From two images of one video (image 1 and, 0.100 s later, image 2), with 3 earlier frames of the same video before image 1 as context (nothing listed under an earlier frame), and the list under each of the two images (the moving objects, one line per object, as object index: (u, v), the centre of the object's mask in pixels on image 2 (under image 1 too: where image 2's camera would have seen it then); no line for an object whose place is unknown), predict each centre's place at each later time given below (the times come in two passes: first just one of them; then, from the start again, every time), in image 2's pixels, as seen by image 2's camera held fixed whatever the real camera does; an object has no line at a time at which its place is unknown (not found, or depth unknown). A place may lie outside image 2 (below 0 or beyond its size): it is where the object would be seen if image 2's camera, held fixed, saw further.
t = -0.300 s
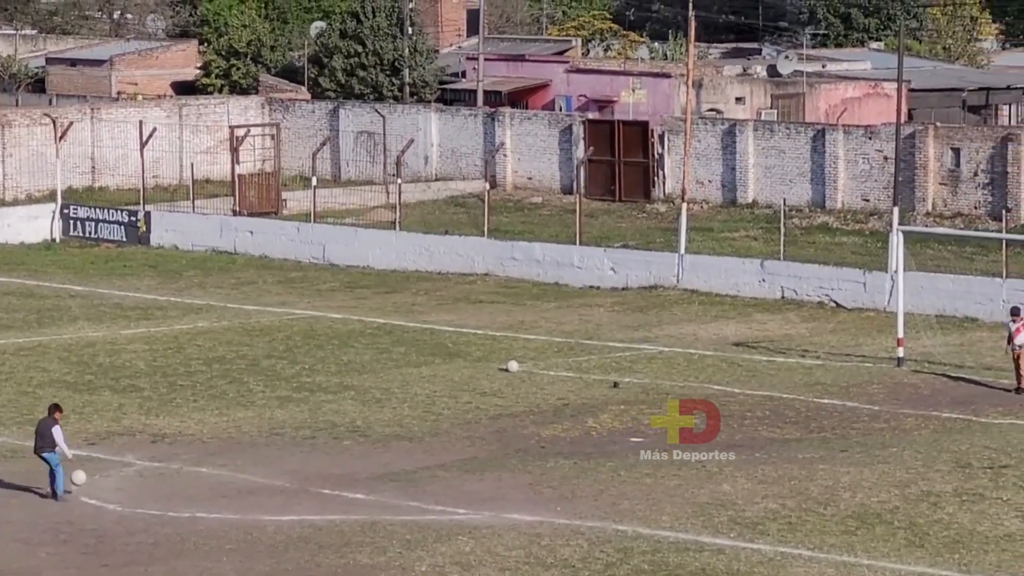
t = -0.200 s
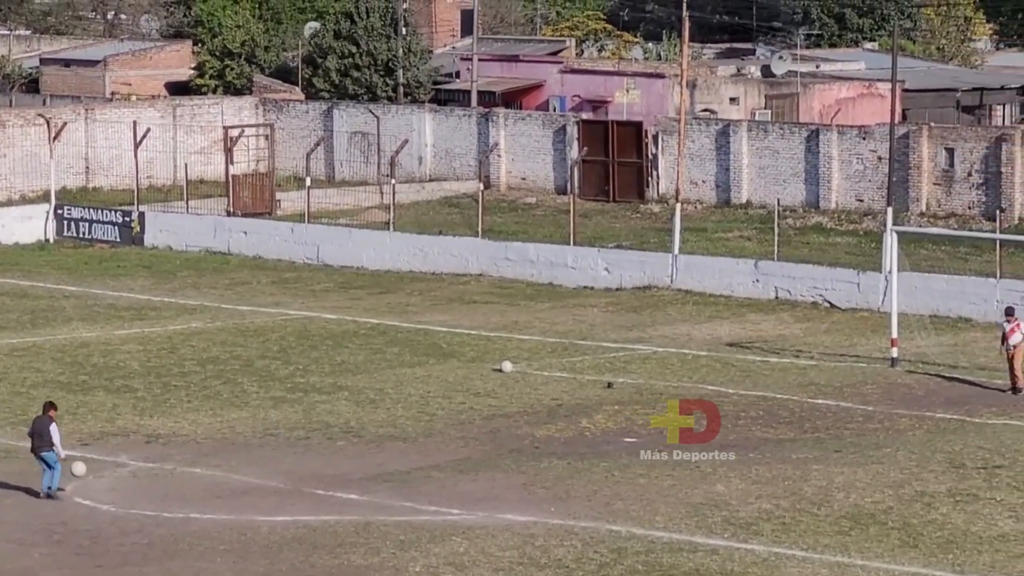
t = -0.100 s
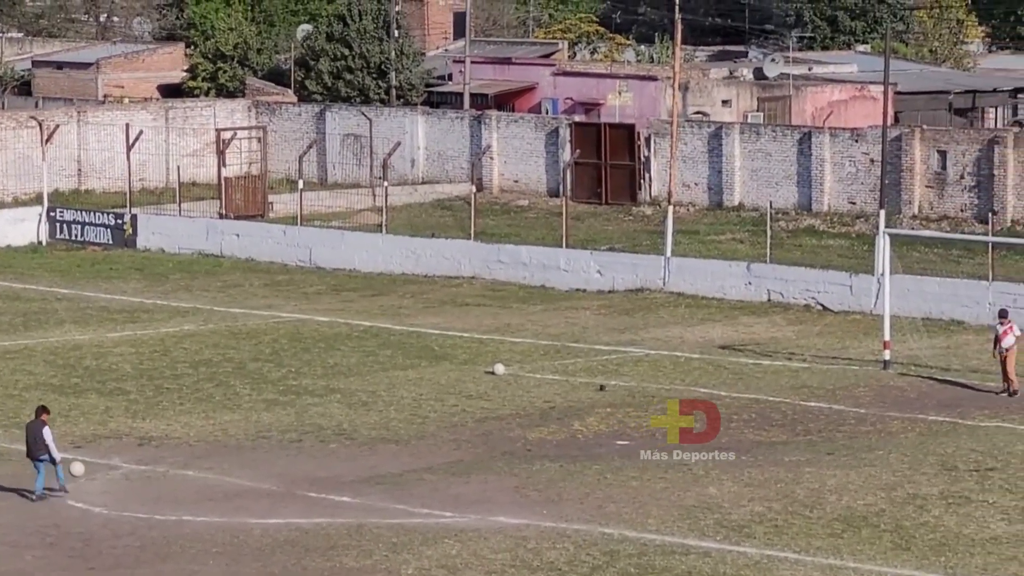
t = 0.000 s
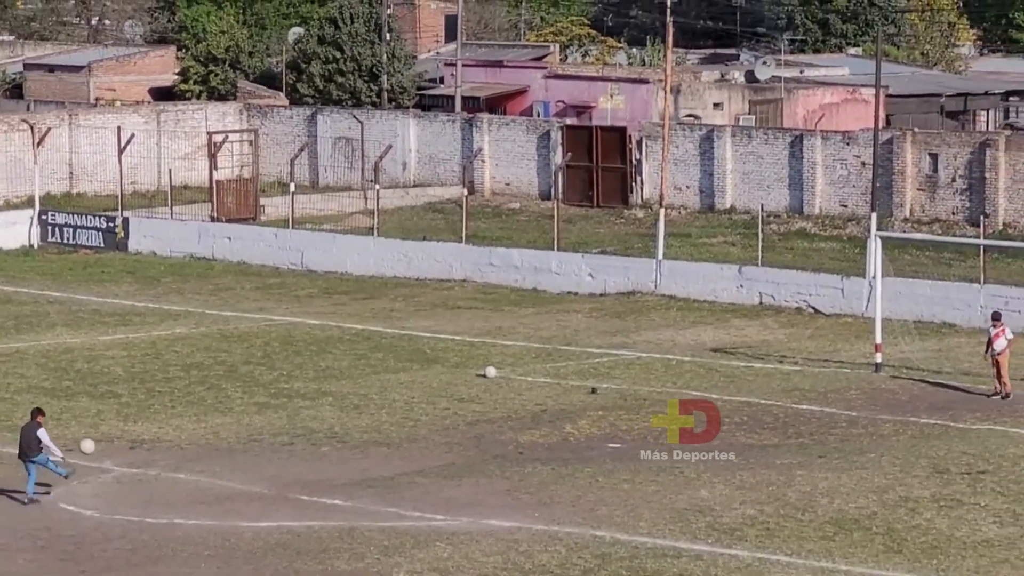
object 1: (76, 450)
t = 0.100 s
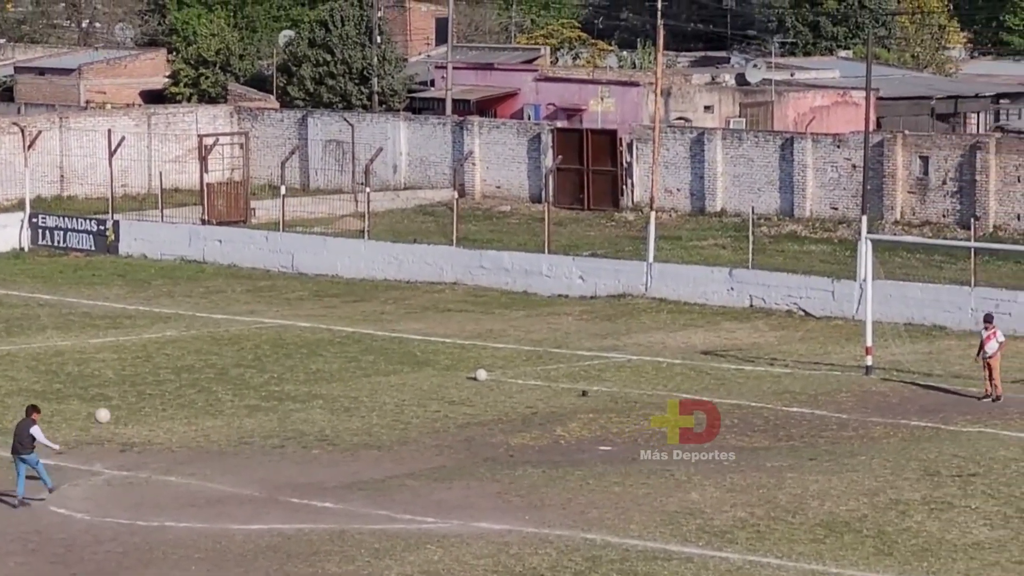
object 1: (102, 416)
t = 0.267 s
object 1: (144, 375)
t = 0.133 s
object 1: (111, 406)
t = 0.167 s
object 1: (120, 397)
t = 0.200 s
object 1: (128, 389)
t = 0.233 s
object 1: (136, 382)
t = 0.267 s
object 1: (144, 375)
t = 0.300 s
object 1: (153, 370)
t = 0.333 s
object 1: (161, 365)
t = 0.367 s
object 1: (169, 361)
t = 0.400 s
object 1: (177, 358)
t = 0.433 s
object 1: (185, 355)
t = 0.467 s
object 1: (193, 354)
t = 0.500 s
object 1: (201, 353)
